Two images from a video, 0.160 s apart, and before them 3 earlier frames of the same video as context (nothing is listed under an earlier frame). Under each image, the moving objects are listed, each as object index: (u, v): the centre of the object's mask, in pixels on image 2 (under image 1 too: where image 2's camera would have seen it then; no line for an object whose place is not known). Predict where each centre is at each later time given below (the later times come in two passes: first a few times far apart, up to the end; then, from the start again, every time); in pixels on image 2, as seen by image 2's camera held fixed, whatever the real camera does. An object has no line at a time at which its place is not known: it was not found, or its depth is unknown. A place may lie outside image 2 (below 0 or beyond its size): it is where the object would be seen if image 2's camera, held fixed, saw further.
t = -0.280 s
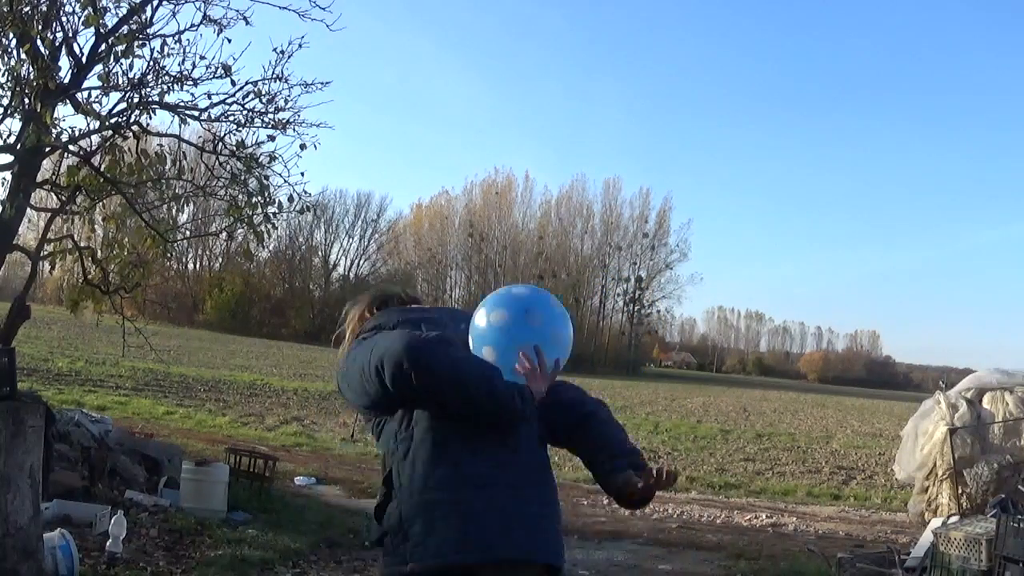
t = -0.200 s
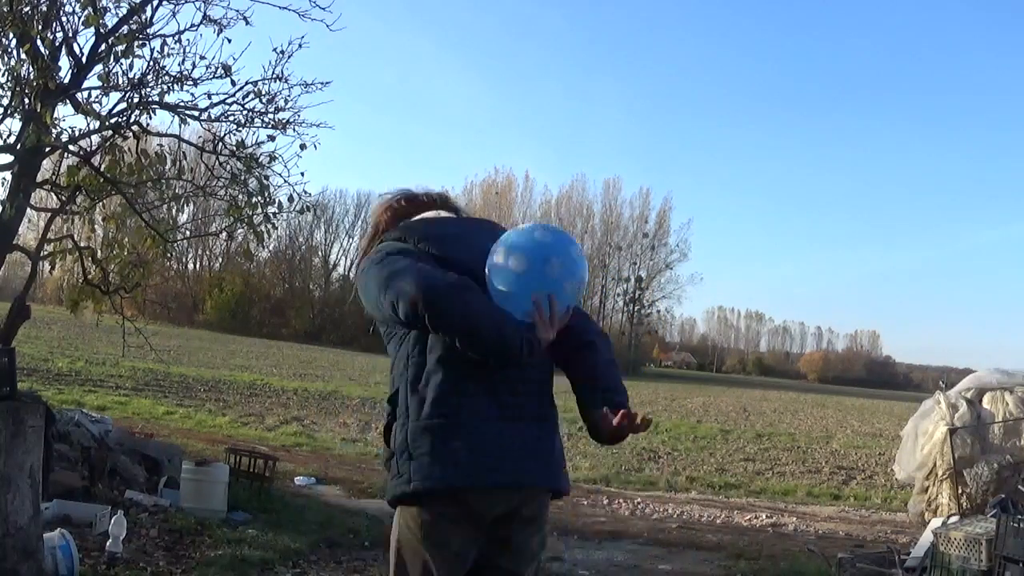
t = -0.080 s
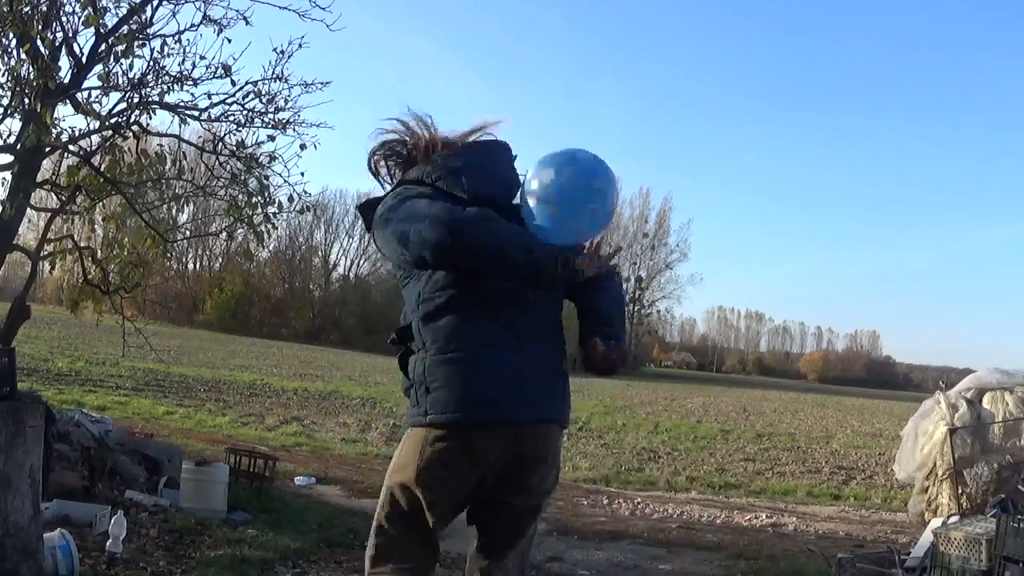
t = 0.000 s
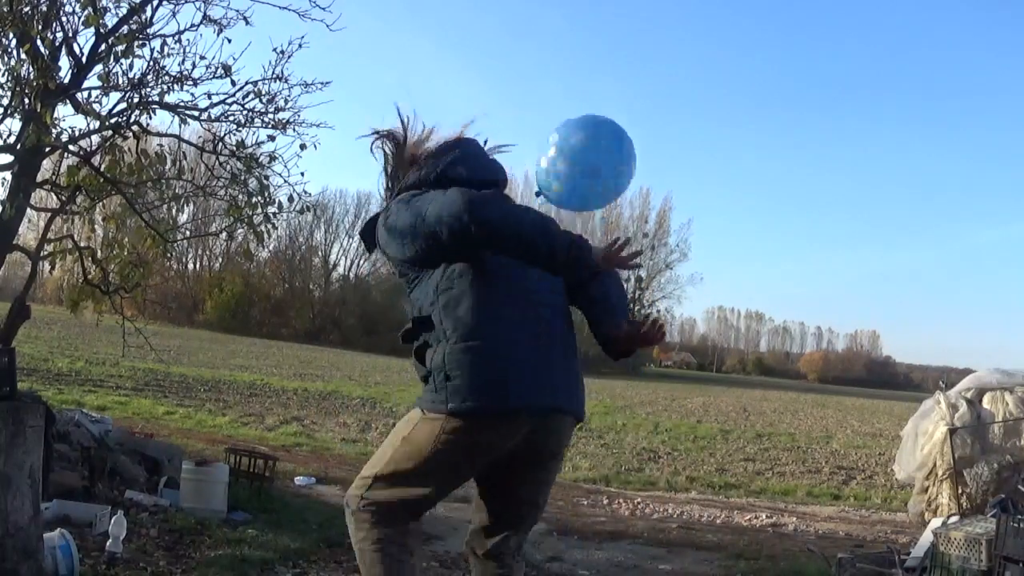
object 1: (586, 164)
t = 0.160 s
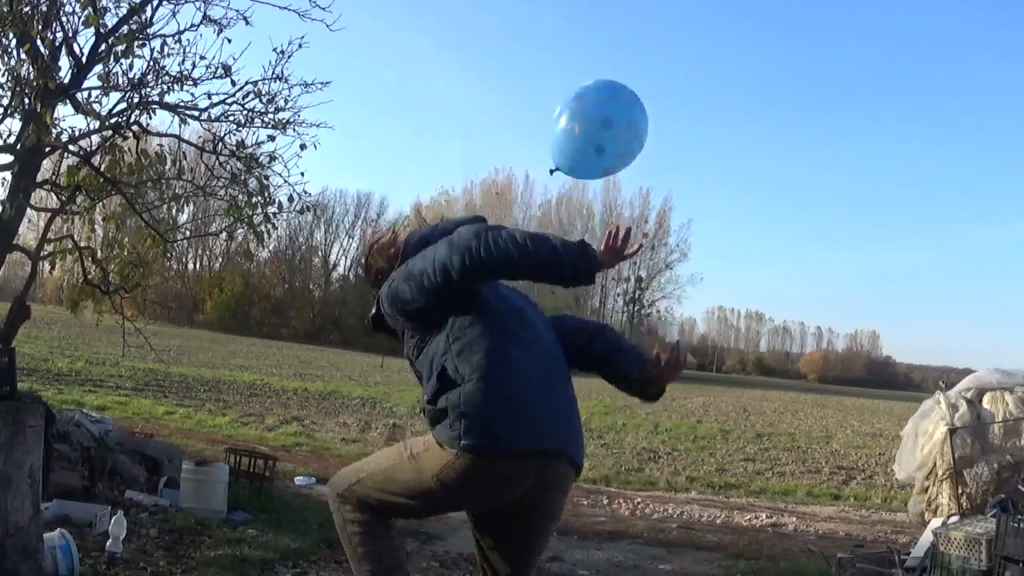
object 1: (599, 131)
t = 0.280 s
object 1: (600, 127)
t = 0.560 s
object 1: (599, 160)
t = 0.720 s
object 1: (593, 200)
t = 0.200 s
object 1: (600, 128)
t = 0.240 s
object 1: (601, 127)
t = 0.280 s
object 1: (600, 127)
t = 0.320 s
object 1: (600, 128)
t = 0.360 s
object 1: (600, 131)
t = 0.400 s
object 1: (601, 134)
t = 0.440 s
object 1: (600, 139)
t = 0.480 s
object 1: (600, 145)
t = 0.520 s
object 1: (599, 152)
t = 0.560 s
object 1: (599, 160)
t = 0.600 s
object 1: (598, 169)
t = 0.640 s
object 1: (596, 178)
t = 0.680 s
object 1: (595, 189)
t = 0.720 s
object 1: (593, 200)
